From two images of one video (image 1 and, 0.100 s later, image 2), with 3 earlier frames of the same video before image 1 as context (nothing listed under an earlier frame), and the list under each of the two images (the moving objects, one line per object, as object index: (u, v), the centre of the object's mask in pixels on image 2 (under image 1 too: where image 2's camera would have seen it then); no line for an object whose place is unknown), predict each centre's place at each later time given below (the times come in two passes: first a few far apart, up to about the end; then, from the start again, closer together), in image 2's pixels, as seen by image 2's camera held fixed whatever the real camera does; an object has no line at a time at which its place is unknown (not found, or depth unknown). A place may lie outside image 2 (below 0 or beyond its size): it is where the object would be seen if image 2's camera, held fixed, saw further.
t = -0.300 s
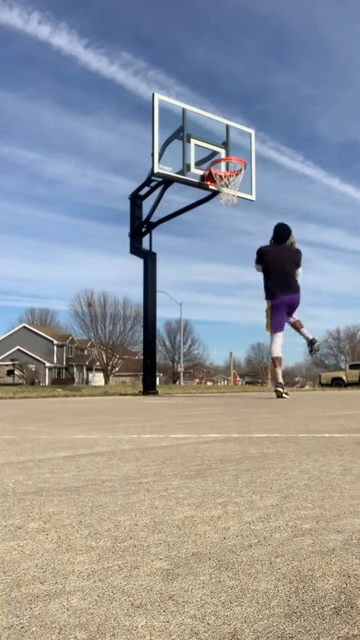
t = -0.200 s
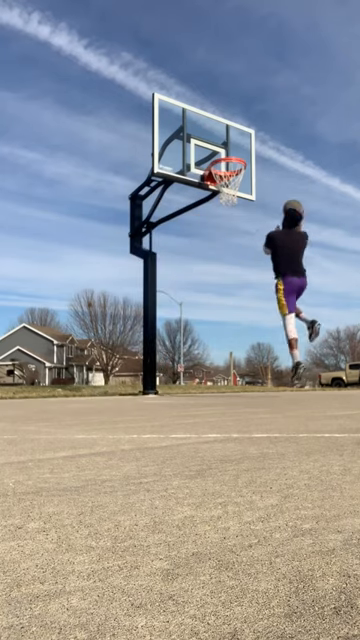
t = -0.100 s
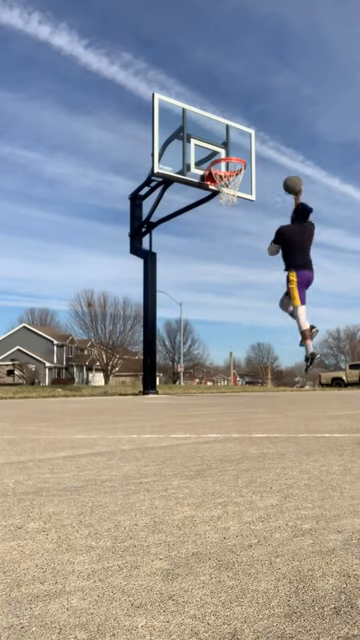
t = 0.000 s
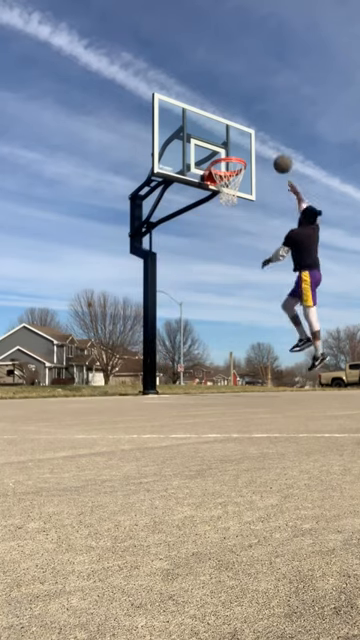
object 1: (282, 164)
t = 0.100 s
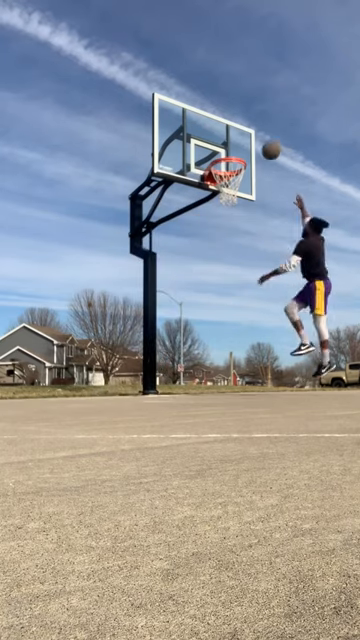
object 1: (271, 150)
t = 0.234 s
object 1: (256, 143)
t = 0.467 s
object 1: (238, 148)
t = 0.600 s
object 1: (233, 152)
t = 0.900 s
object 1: (225, 215)
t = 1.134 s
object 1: (220, 295)
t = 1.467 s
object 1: (214, 339)
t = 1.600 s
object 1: (211, 306)
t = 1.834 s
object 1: (205, 282)
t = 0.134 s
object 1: (267, 147)
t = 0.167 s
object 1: (263, 145)
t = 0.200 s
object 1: (259, 144)
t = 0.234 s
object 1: (256, 143)
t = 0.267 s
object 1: (252, 144)
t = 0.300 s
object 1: (249, 145)
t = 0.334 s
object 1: (245, 147)
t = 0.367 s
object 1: (241, 150)
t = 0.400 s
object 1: (239, 149)
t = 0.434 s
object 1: (239, 148)
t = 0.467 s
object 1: (238, 148)
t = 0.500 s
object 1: (237, 149)
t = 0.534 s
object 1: (236, 149)
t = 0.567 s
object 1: (235, 150)
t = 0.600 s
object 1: (233, 152)
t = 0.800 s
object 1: (227, 196)
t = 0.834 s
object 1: (226, 202)
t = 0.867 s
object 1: (225, 206)
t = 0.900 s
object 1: (225, 215)
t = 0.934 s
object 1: (224, 224)
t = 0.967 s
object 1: (223, 233)
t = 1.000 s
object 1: (223, 244)
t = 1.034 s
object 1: (222, 256)
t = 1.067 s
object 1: (221, 268)
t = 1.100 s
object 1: (221, 281)
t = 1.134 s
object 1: (220, 295)
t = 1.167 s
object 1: (220, 310)
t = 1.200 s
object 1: (220, 325)
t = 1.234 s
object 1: (219, 342)
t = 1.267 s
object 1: (219, 359)
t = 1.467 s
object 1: (214, 339)
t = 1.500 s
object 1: (213, 329)
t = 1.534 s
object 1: (212, 321)
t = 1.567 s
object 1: (212, 313)
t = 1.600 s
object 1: (211, 306)
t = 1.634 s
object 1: (210, 301)
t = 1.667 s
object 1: (209, 295)
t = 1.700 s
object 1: (208, 291)
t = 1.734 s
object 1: (207, 288)
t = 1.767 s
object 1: (206, 285)
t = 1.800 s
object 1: (205, 283)
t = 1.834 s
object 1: (205, 282)
